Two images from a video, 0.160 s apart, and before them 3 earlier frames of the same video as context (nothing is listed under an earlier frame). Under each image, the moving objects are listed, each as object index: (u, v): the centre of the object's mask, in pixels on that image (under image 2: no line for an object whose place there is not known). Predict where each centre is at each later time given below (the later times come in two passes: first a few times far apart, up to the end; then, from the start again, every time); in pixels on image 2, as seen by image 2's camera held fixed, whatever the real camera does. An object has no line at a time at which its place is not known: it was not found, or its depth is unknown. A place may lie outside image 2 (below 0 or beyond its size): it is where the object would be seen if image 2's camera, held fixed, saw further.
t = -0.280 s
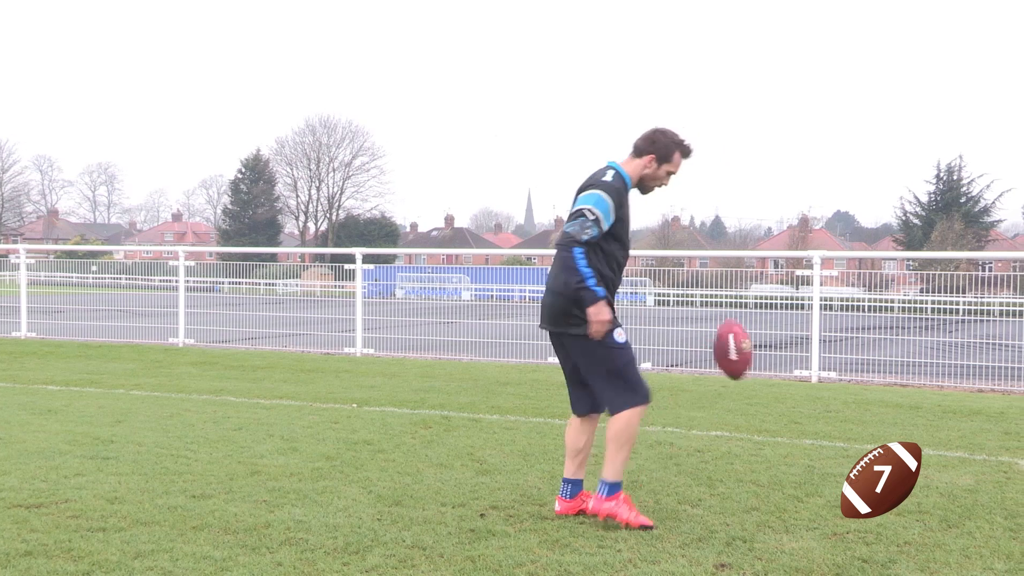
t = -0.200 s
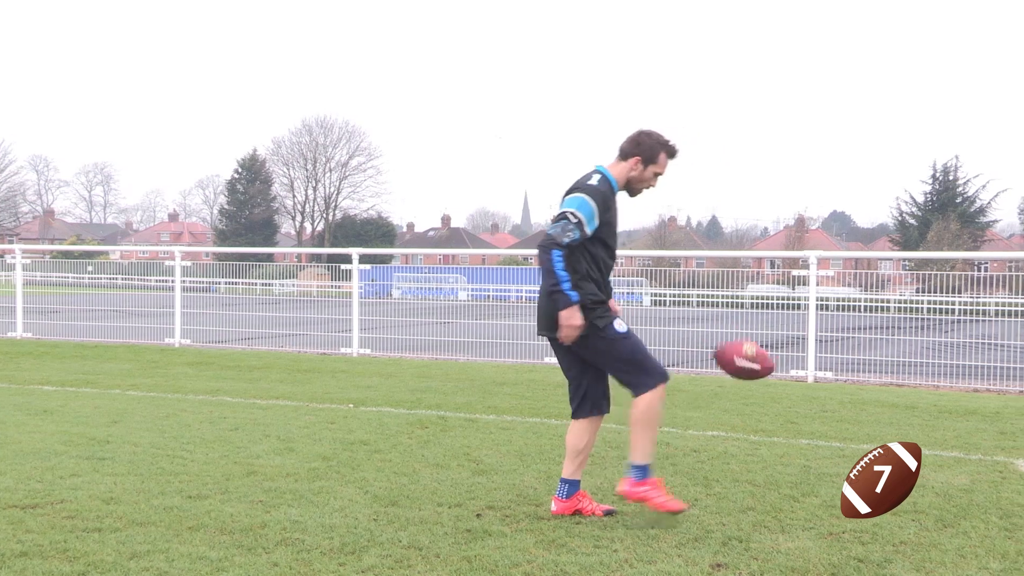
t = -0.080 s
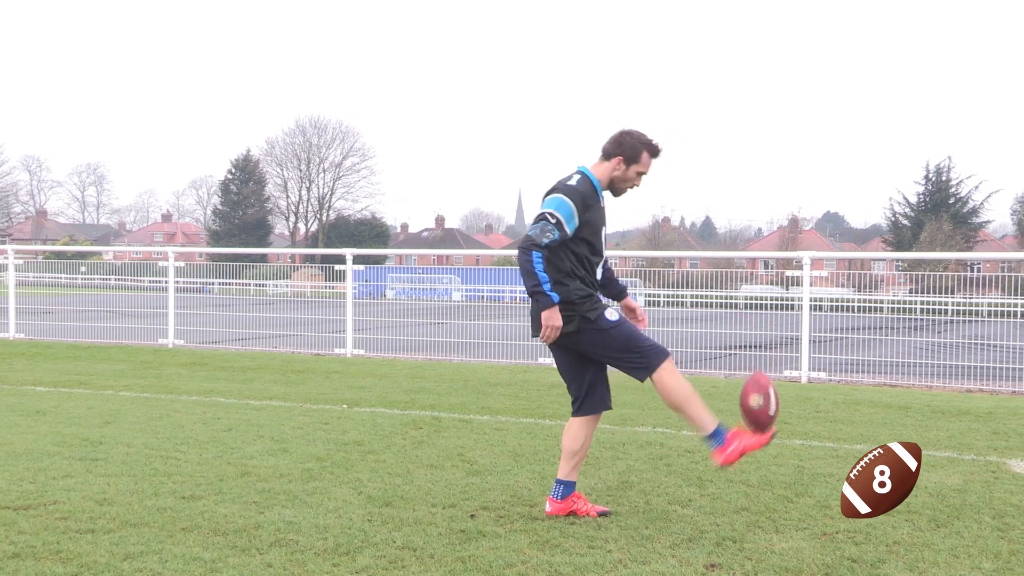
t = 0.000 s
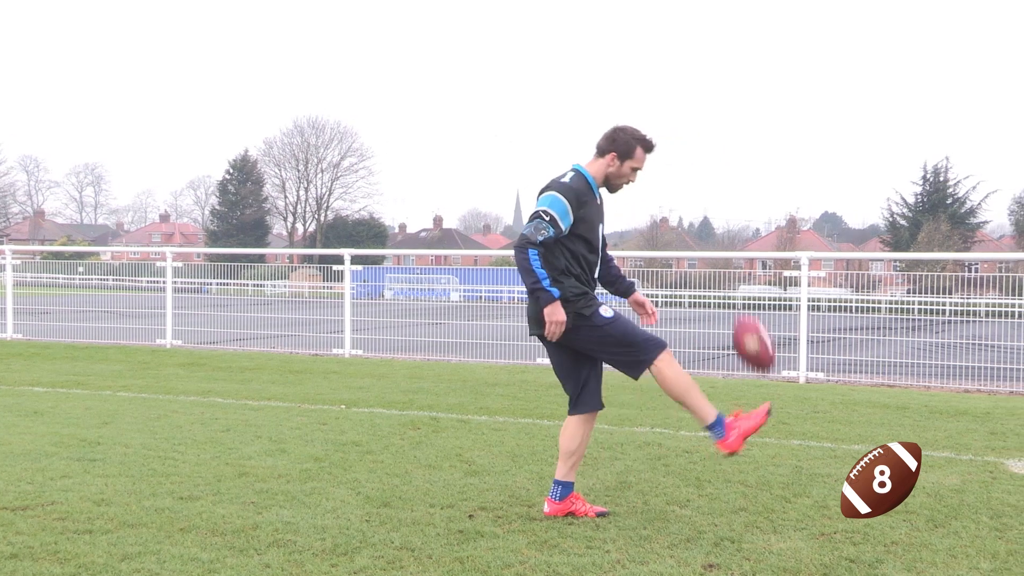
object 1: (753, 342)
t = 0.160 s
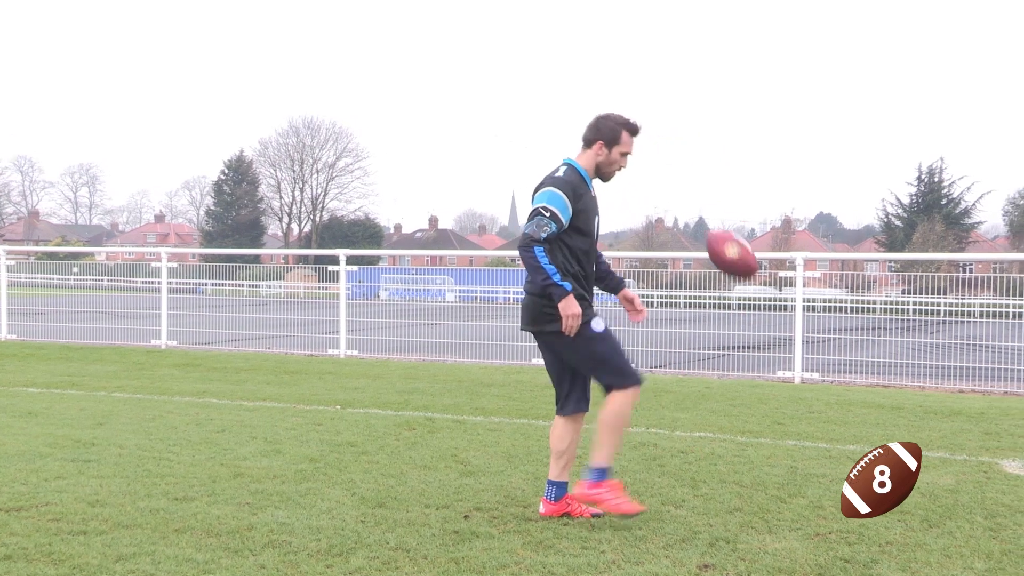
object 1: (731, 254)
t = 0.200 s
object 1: (727, 241)
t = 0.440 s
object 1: (701, 233)
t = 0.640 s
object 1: (676, 328)
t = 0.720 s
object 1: (666, 394)
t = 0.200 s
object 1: (727, 241)
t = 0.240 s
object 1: (723, 231)
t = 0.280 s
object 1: (719, 224)
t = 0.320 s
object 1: (714, 221)
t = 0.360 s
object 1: (710, 221)
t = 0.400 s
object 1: (706, 225)
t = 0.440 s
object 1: (701, 233)
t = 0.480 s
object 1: (696, 245)
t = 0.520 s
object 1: (691, 258)
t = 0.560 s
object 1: (686, 277)
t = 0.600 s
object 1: (681, 301)
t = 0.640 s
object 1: (676, 328)
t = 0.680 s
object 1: (672, 358)
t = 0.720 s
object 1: (666, 394)
